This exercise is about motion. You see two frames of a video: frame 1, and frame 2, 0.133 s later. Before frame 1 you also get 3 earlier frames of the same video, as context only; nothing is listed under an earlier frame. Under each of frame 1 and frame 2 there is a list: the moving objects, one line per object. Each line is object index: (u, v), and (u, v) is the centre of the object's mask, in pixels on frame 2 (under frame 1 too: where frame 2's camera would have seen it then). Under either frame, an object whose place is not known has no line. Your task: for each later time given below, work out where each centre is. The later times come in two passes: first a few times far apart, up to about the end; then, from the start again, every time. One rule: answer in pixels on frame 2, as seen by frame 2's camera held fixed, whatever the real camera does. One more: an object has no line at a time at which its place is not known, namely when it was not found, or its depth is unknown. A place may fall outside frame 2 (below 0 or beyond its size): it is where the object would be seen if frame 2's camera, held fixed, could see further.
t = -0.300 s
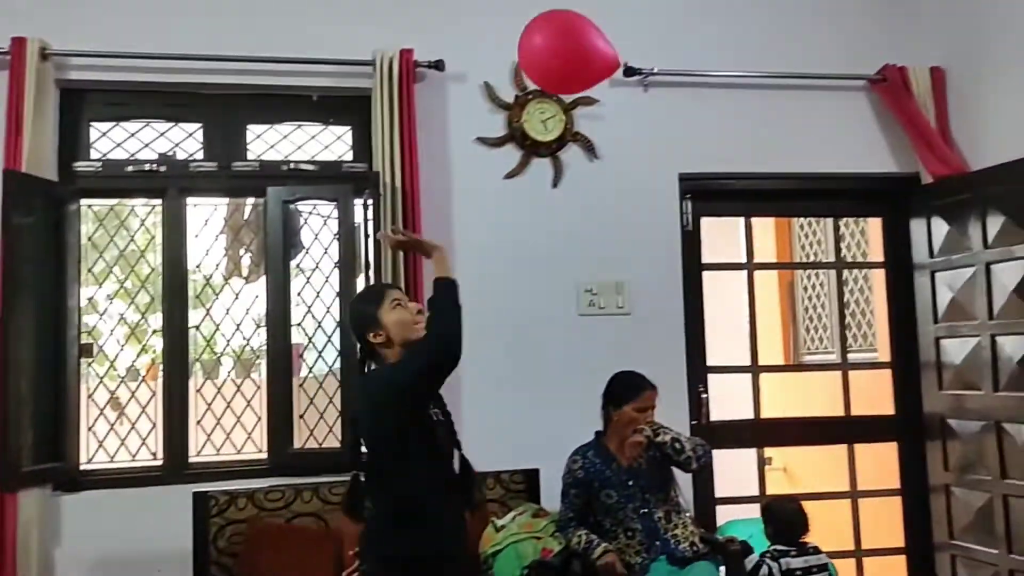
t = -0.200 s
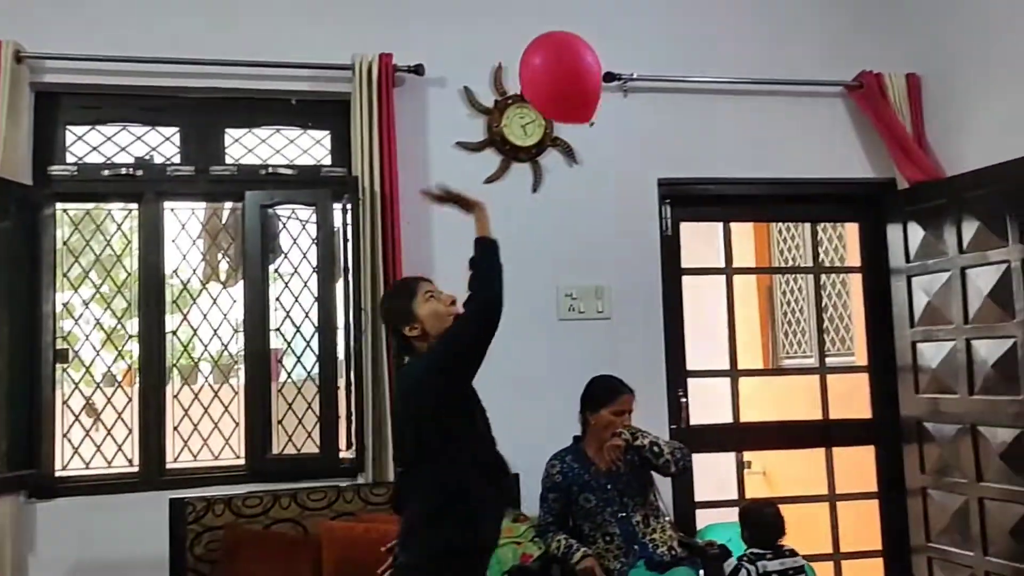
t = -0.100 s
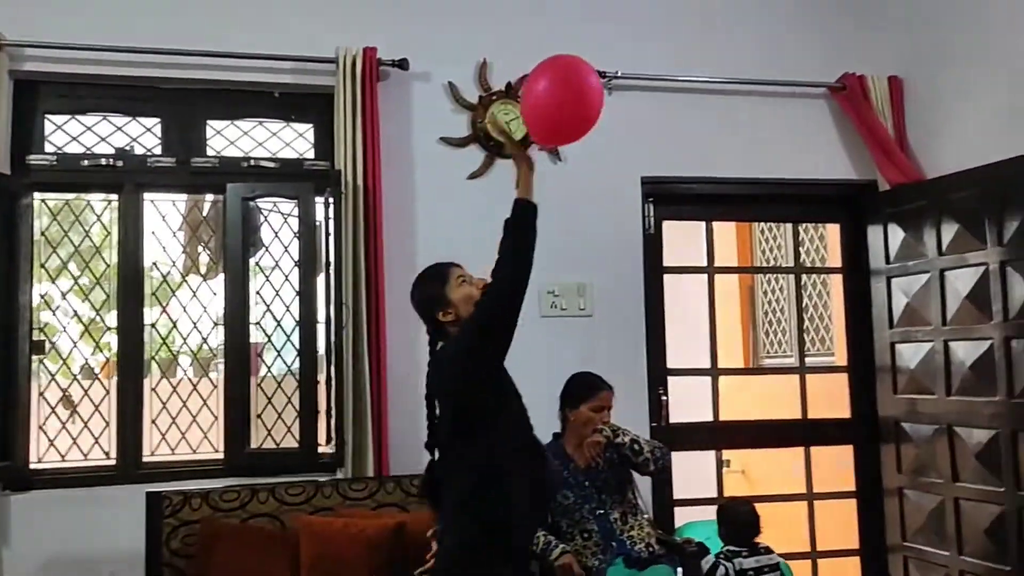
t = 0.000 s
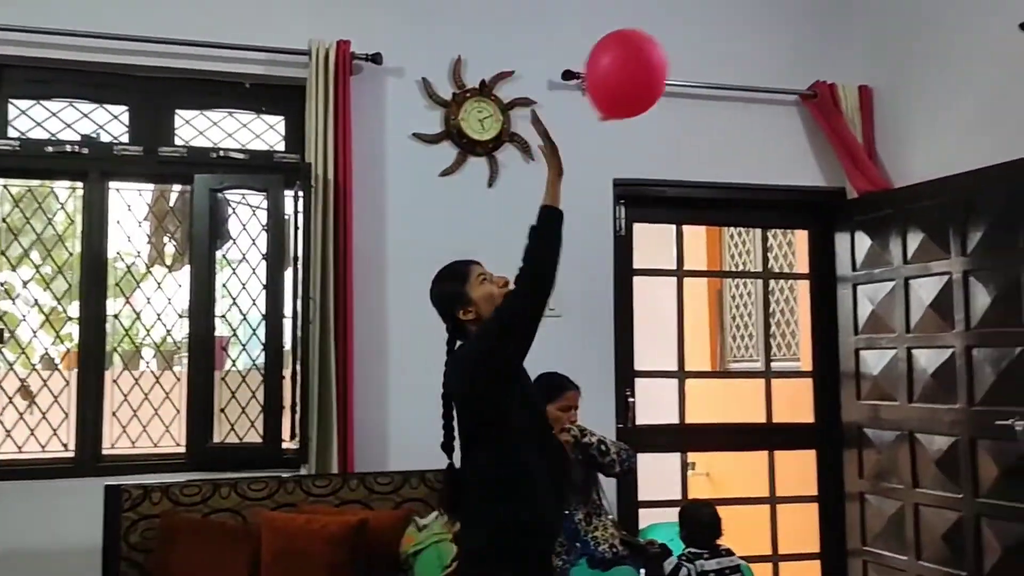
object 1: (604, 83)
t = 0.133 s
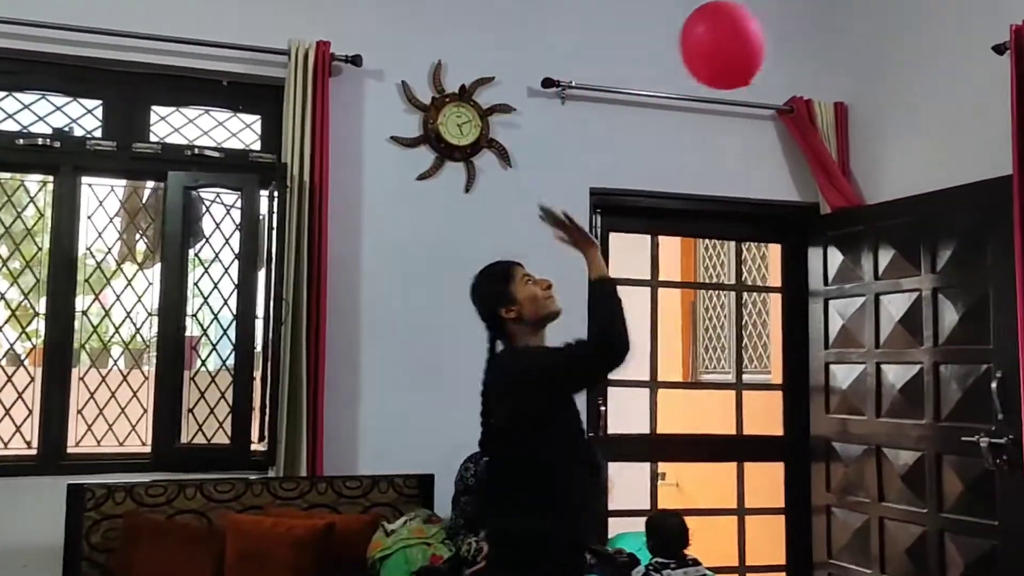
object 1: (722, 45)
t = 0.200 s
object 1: (767, 37)
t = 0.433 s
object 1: (878, 40)
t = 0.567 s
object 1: (922, 58)
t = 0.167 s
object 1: (745, 40)
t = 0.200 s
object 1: (767, 37)
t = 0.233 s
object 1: (786, 35)
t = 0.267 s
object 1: (804, 34)
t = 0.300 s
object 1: (822, 34)
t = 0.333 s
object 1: (838, 34)
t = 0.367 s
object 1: (852, 36)
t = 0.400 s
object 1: (866, 37)
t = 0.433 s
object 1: (878, 40)
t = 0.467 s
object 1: (890, 42)
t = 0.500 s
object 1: (901, 46)
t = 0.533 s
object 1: (912, 51)
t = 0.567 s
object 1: (922, 58)
